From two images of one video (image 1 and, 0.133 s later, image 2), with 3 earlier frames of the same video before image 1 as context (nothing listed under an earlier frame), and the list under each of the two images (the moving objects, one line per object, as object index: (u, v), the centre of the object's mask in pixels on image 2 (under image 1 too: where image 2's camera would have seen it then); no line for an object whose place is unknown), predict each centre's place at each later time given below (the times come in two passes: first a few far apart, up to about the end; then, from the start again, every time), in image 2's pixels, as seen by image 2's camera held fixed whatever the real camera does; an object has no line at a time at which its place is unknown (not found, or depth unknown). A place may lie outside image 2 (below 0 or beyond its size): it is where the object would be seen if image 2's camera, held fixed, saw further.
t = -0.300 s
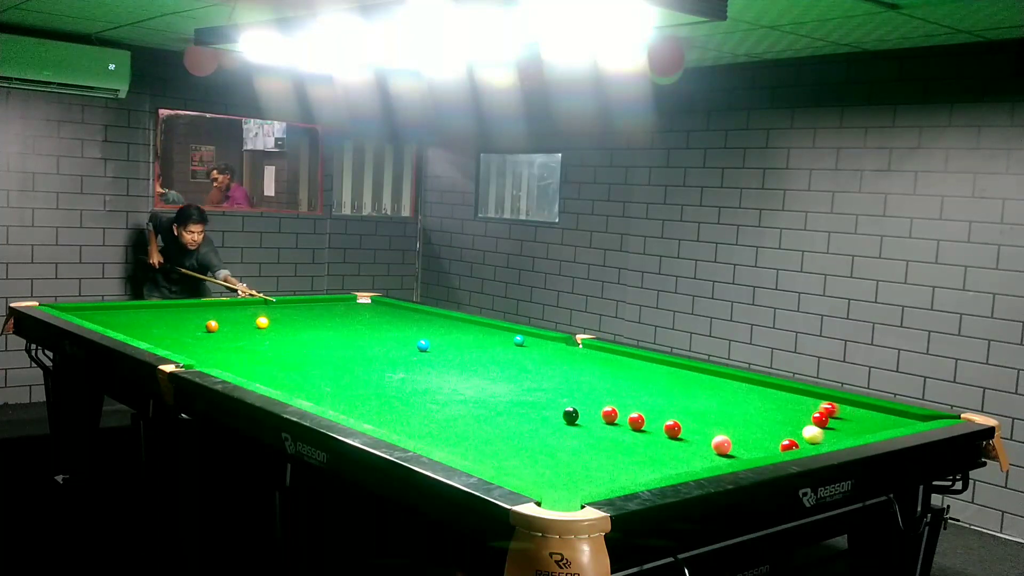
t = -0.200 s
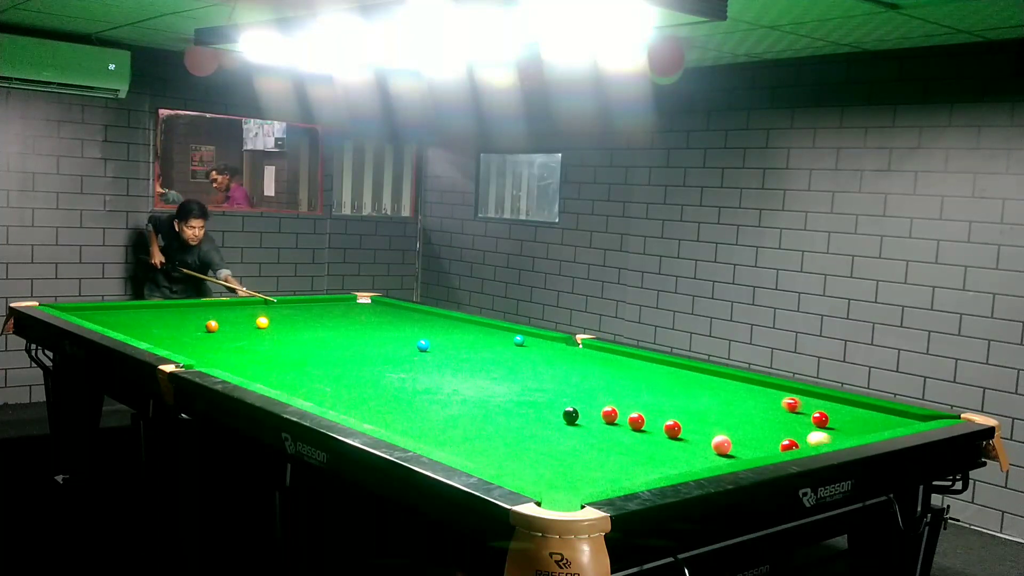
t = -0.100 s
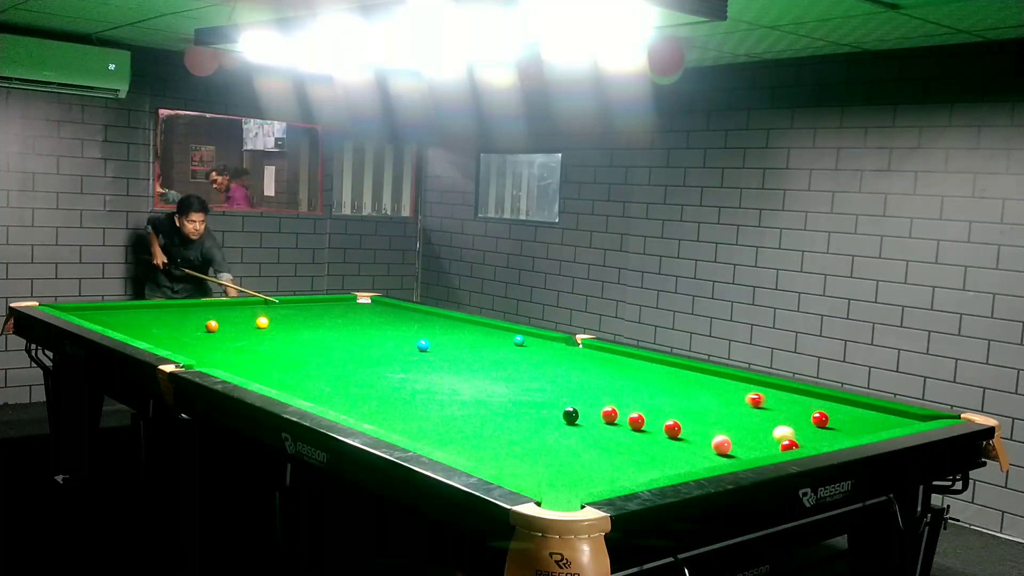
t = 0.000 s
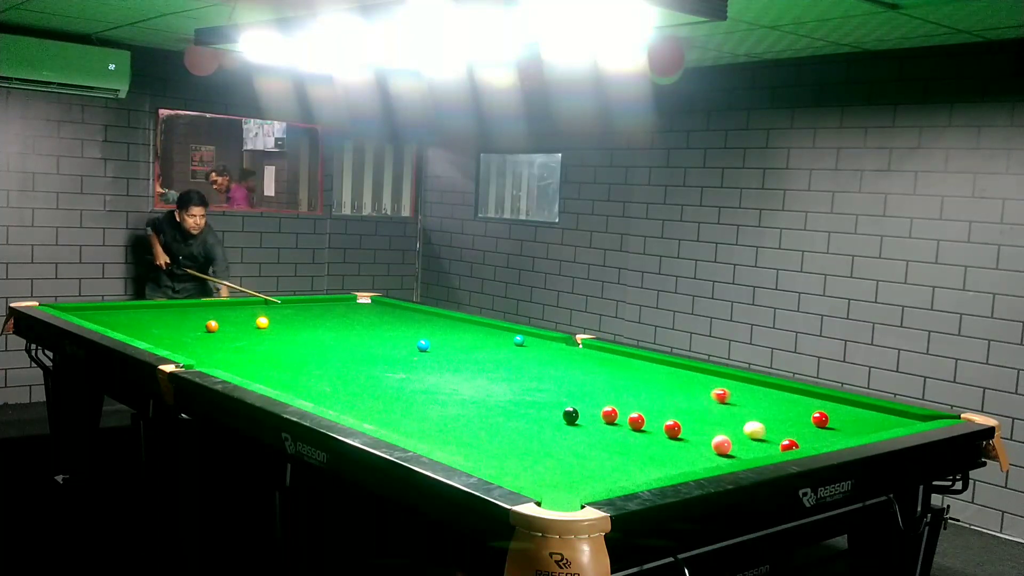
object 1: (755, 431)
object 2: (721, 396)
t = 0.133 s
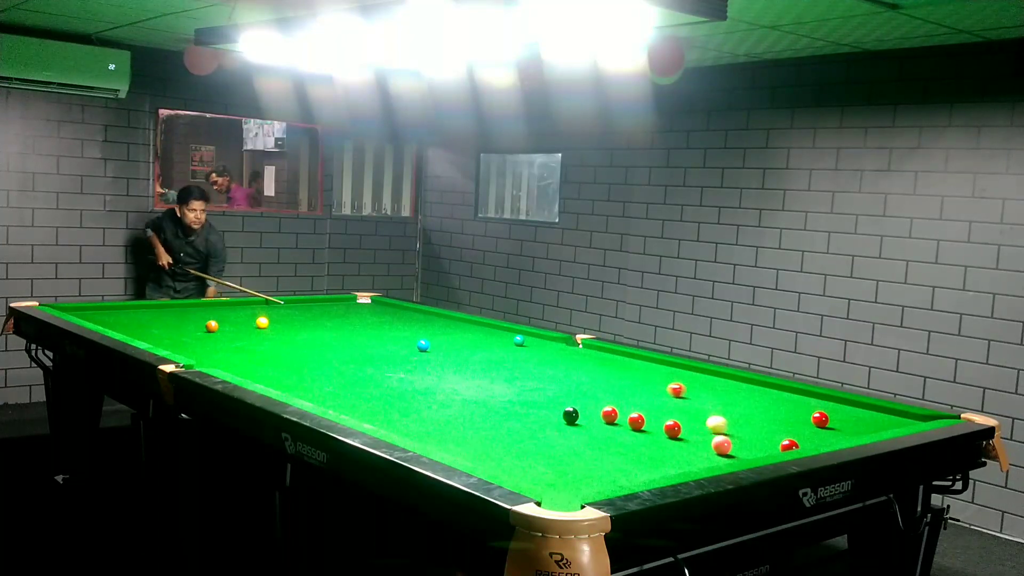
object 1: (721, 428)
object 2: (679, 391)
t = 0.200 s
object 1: (699, 421)
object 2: (655, 386)
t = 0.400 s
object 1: (649, 413)
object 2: (595, 379)
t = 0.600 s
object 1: (598, 406)
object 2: (538, 372)
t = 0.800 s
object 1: (556, 400)
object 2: (485, 366)
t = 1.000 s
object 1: (514, 394)
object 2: (435, 360)
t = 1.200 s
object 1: (476, 388)
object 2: (387, 355)
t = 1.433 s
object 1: (434, 383)
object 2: (334, 349)
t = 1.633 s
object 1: (399, 378)
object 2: (290, 344)
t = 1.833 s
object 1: (367, 374)
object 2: (248, 340)
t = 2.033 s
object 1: (336, 371)
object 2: (209, 336)
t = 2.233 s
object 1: (307, 367)
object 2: (170, 332)
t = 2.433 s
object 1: (279, 363)
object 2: (134, 327)
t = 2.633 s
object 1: (254, 360)
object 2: (100, 322)
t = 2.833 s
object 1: (229, 357)
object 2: (93, 319)
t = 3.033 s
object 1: (205, 354)
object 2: (93, 316)
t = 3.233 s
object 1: (184, 351)
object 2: (94, 313)
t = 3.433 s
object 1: (164, 347)
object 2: (94, 310)
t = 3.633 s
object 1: (163, 345)
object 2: (95, 307)
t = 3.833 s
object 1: (162, 343)
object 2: (107, 308)
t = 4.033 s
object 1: (161, 341)
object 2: (119, 309)
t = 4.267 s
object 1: (160, 339)
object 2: (132, 311)
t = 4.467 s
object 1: (159, 337)
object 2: (143, 312)
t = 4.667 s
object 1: (158, 335)
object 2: (153, 313)
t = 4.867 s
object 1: (158, 333)
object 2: (162, 314)
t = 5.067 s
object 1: (157, 332)
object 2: (171, 315)
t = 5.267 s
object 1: (156, 331)
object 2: (179, 316)
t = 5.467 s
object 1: (156, 330)
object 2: (187, 317)
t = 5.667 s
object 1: (156, 329)
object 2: (193, 318)
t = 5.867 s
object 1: (156, 328)
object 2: (199, 318)
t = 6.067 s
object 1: (156, 327)
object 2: (204, 318)
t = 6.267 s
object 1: (156, 327)
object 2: (208, 318)
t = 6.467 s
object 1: (156, 327)
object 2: (212, 318)
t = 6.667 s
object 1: (156, 326)
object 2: (215, 319)
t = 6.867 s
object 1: (156, 326)
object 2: (218, 319)
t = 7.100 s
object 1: (156, 326)
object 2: (220, 319)
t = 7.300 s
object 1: (156, 326)
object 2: (220, 320)
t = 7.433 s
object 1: (156, 326)
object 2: (220, 320)
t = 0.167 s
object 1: (708, 423)
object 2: (666, 388)
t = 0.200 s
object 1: (699, 421)
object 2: (655, 386)
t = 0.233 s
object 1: (690, 420)
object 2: (645, 385)
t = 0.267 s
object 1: (682, 418)
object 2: (635, 384)
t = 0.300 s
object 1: (673, 415)
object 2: (624, 383)
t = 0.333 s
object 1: (663, 415)
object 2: (614, 381)
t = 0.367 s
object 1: (656, 415)
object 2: (605, 380)
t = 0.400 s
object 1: (649, 413)
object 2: (595, 379)
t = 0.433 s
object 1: (640, 410)
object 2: (585, 378)
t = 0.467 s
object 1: (630, 409)
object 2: (576, 376)
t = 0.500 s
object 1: (624, 409)
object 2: (566, 375)
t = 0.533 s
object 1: (618, 408)
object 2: (556, 374)
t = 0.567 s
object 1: (607, 404)
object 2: (547, 373)
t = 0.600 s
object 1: (598, 406)
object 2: (538, 372)
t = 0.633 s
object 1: (593, 406)
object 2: (529, 371)
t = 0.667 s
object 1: (585, 404)
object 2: (520, 370)
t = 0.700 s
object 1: (578, 402)
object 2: (511, 369)
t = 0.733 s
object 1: (570, 401)
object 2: (502, 368)
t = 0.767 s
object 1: (563, 400)
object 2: (494, 367)
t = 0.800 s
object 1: (556, 400)
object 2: (485, 366)
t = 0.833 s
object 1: (549, 399)
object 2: (476, 365)
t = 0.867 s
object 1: (542, 398)
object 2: (468, 364)
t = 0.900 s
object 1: (535, 397)
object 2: (459, 363)
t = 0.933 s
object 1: (528, 396)
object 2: (451, 362)
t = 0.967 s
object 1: (521, 395)
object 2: (443, 361)
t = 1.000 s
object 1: (514, 394)
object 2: (435, 360)
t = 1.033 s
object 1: (508, 393)
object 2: (426, 359)
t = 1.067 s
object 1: (502, 392)
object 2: (419, 358)
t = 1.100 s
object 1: (495, 391)
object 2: (411, 357)
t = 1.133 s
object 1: (488, 390)
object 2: (402, 356)
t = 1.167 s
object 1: (482, 389)
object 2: (395, 355)
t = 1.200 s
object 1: (476, 388)
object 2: (387, 355)
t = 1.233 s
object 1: (469, 388)
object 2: (379, 354)
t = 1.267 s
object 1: (464, 387)
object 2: (372, 353)
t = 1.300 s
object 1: (457, 386)
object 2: (364, 352)
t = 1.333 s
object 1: (451, 385)
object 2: (356, 352)
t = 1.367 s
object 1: (445, 384)
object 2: (349, 351)
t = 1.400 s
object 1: (439, 384)
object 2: (341, 350)
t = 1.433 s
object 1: (434, 383)
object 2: (334, 349)
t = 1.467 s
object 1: (428, 382)
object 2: (327, 348)
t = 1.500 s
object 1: (422, 382)
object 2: (319, 347)
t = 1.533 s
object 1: (416, 381)
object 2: (312, 347)
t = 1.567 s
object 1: (410, 380)
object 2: (305, 346)
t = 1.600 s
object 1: (405, 379)
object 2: (297, 345)
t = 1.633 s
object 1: (399, 378)
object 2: (290, 344)
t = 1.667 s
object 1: (394, 378)
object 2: (283, 343)
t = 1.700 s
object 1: (388, 377)
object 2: (276, 343)
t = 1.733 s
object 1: (383, 376)
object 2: (269, 342)
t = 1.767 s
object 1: (378, 375)
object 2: (262, 341)
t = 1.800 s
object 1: (372, 375)
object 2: (255, 341)
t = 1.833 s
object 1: (367, 374)
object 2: (248, 340)
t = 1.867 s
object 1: (362, 374)
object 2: (242, 339)
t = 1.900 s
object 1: (357, 373)
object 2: (235, 338)
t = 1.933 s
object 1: (351, 372)
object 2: (228, 338)
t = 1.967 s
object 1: (346, 372)
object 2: (222, 337)
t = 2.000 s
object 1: (341, 371)
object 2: (215, 337)
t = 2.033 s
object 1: (336, 371)
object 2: (209, 336)
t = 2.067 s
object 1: (331, 370)
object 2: (202, 335)
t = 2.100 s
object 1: (326, 369)
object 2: (195, 334)
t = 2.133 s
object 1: (322, 369)
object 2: (189, 334)
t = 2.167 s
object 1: (317, 368)
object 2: (183, 333)
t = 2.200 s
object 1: (312, 367)
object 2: (176, 332)
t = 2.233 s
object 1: (307, 367)
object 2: (170, 332)
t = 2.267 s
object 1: (302, 366)
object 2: (164, 331)
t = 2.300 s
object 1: (298, 366)
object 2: (158, 330)
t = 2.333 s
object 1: (293, 365)
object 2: (152, 329)
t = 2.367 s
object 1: (288, 365)
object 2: (146, 329)
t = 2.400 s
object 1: (284, 364)
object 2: (139, 328)
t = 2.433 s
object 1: (279, 363)
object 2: (134, 327)
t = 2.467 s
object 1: (275, 363)
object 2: (128, 327)
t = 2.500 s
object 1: (271, 362)
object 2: (122, 326)
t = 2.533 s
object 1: (266, 362)
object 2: (116, 326)
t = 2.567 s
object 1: (262, 361)
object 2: (110, 324)
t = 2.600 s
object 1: (257, 360)
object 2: (105, 323)
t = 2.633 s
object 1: (254, 360)
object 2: (100, 322)
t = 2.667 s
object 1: (249, 359)
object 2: (94, 321)
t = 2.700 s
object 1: (245, 359)
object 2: (92, 320)
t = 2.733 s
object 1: (241, 359)
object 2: (93, 320)
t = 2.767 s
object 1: (237, 358)
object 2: (93, 320)
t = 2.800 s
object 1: (233, 358)
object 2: (93, 319)
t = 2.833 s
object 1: (229, 357)
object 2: (93, 319)
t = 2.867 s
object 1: (225, 356)
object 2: (93, 318)
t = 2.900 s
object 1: (221, 356)
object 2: (93, 318)
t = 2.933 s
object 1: (217, 355)
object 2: (93, 318)
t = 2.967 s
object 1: (213, 355)
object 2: (93, 317)
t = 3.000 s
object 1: (209, 355)
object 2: (93, 317)
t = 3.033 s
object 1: (205, 354)
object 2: (93, 316)
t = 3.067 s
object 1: (202, 354)
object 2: (93, 316)
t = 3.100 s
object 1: (198, 353)
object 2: (93, 315)
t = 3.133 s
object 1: (195, 353)
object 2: (93, 314)
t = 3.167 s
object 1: (191, 352)
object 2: (93, 314)
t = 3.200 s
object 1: (187, 351)
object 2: (93, 313)
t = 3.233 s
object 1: (184, 351)
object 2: (94, 313)
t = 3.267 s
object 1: (180, 350)
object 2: (94, 312)
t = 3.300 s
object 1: (177, 349)
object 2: (94, 312)
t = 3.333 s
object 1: (174, 349)
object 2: (94, 312)
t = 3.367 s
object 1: (170, 348)
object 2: (94, 311)
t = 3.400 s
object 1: (167, 348)
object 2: (94, 310)
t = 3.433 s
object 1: (164, 347)
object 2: (94, 310)
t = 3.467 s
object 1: (164, 347)
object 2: (94, 309)
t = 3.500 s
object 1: (163, 346)
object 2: (94, 309)
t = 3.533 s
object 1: (163, 346)
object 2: (94, 308)
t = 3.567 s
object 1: (163, 346)
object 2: (94, 308)
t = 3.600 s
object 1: (163, 345)
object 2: (94, 307)
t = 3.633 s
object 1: (163, 345)
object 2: (95, 307)
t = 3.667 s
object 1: (162, 344)
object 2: (97, 307)
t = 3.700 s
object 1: (162, 344)
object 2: (99, 307)
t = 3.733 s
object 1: (162, 344)
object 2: (101, 307)
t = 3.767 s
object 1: (162, 344)
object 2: (103, 308)
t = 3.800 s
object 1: (162, 343)
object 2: (105, 308)
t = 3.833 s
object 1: (162, 343)
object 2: (107, 308)
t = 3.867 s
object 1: (162, 343)
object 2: (109, 308)
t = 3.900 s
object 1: (161, 342)
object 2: (112, 308)
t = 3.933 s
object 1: (161, 342)
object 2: (113, 309)
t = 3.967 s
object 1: (161, 342)
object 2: (115, 309)
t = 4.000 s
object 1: (161, 341)
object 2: (117, 309)
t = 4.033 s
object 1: (161, 341)
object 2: (119, 309)
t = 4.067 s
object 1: (160, 341)
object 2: (121, 310)
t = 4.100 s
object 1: (160, 340)
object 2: (123, 310)
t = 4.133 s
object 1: (160, 340)
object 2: (125, 310)
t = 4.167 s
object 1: (160, 340)
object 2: (127, 310)
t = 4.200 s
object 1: (160, 339)
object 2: (129, 311)
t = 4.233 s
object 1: (160, 339)
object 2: (130, 311)
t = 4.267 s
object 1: (160, 339)
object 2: (132, 311)
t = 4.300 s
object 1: (159, 339)
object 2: (134, 311)
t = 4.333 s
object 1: (159, 338)
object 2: (136, 311)
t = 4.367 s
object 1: (159, 338)
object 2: (138, 311)
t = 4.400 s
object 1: (159, 338)
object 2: (139, 311)
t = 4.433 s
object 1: (159, 337)
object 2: (141, 312)
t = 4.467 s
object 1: (159, 337)
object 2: (143, 312)
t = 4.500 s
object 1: (158, 337)
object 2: (144, 312)
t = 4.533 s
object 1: (158, 336)
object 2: (146, 312)
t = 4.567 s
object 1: (158, 336)
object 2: (148, 313)
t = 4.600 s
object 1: (158, 336)
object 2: (150, 313)
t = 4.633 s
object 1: (158, 336)
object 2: (151, 313)
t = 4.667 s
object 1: (158, 335)
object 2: (153, 313)
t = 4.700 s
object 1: (158, 335)
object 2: (154, 313)
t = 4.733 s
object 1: (158, 335)
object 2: (156, 313)
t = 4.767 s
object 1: (158, 334)
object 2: (158, 313)
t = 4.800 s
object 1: (158, 334)
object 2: (159, 314)
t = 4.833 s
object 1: (157, 334)
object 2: (161, 314)
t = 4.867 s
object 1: (158, 333)
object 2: (162, 314)
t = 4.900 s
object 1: (157, 333)
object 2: (164, 314)
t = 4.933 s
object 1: (157, 333)
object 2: (165, 314)
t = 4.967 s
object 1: (157, 333)
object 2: (167, 314)
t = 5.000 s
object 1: (157, 333)
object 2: (168, 314)
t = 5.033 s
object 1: (157, 332)
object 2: (169, 315)
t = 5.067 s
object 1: (157, 332)
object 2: (171, 315)
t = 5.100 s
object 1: (157, 332)
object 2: (172, 315)
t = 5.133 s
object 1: (157, 332)
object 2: (173, 315)
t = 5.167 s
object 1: (157, 332)
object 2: (175, 316)
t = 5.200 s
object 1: (157, 332)
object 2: (176, 316)
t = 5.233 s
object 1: (156, 331)
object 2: (178, 316)
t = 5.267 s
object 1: (156, 331)
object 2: (179, 316)
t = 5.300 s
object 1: (156, 331)
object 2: (180, 316)
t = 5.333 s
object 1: (156, 331)
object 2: (181, 316)
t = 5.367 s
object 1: (156, 331)
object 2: (183, 316)
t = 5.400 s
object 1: (156, 330)
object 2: (184, 317)
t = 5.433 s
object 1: (156, 330)
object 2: (185, 317)
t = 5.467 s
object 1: (156, 330)
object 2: (187, 317)
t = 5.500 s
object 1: (156, 330)
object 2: (188, 317)
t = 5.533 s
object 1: (156, 330)
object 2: (189, 317)
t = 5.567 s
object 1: (156, 329)
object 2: (190, 317)
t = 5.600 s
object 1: (156, 329)
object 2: (191, 317)
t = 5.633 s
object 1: (156, 329)
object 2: (192, 318)
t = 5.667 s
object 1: (156, 329)
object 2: (193, 318)
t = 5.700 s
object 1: (156, 329)
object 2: (194, 318)
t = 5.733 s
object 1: (156, 329)
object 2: (195, 318)
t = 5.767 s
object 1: (156, 328)
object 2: (196, 318)
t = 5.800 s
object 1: (156, 328)
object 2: (197, 318)
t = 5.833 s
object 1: (156, 328)
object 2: (198, 318)
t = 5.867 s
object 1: (156, 328)
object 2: (199, 318)
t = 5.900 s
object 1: (156, 328)
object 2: (200, 318)
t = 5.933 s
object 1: (156, 328)
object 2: (201, 318)
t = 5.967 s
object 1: (156, 328)
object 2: (202, 318)
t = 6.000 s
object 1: (156, 328)
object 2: (202, 318)
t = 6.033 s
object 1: (155, 328)
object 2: (203, 318)
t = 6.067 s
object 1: (156, 327)
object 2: (204, 318)
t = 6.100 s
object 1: (156, 327)
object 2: (205, 318)
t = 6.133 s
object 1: (155, 327)
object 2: (205, 318)
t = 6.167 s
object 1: (155, 327)
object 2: (206, 318)
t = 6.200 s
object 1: (156, 327)
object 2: (206, 318)
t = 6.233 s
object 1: (155, 327)
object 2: (207, 318)
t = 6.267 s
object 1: (156, 327)
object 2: (208, 318)
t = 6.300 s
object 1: (156, 327)
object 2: (209, 318)
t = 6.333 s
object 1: (156, 327)
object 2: (209, 318)
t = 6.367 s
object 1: (156, 327)
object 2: (210, 318)
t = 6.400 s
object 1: (156, 327)
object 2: (211, 318)
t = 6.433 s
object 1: (156, 327)
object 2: (211, 318)
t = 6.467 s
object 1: (156, 327)
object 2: (212, 318)
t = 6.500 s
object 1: (156, 327)
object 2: (213, 318)
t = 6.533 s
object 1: (156, 327)
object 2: (213, 318)
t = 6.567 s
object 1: (156, 326)
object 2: (214, 318)
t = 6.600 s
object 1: (156, 327)
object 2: (214, 318)
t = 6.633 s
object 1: (156, 326)
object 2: (215, 318)
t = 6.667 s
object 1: (156, 326)
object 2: (215, 319)
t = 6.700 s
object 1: (156, 326)
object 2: (216, 319)
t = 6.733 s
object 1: (156, 326)
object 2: (216, 319)
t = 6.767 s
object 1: (156, 326)
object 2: (217, 319)
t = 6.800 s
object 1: (156, 326)
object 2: (217, 319)
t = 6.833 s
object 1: (156, 326)
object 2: (218, 319)
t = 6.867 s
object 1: (156, 326)
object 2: (218, 319)
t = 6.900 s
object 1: (156, 326)
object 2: (218, 319)
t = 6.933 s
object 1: (156, 326)
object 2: (219, 319)
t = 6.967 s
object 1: (156, 326)
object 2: (219, 319)
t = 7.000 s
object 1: (156, 326)
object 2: (219, 319)
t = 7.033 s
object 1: (156, 326)
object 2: (219, 319)
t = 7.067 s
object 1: (156, 326)
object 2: (219, 319)
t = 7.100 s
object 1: (156, 326)
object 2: (220, 319)
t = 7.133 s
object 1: (156, 326)
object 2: (220, 319)
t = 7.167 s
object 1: (156, 326)
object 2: (220, 319)
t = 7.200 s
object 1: (156, 326)
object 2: (220, 319)
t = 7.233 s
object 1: (156, 326)
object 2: (220, 320)
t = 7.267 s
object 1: (156, 326)
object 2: (220, 320)
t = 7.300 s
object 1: (156, 326)
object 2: (220, 320)
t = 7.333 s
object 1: (156, 326)
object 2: (220, 320)
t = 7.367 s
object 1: (156, 326)
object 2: (220, 320)
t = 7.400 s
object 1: (156, 326)
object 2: (220, 320)
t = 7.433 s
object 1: (156, 326)
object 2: (220, 320)
